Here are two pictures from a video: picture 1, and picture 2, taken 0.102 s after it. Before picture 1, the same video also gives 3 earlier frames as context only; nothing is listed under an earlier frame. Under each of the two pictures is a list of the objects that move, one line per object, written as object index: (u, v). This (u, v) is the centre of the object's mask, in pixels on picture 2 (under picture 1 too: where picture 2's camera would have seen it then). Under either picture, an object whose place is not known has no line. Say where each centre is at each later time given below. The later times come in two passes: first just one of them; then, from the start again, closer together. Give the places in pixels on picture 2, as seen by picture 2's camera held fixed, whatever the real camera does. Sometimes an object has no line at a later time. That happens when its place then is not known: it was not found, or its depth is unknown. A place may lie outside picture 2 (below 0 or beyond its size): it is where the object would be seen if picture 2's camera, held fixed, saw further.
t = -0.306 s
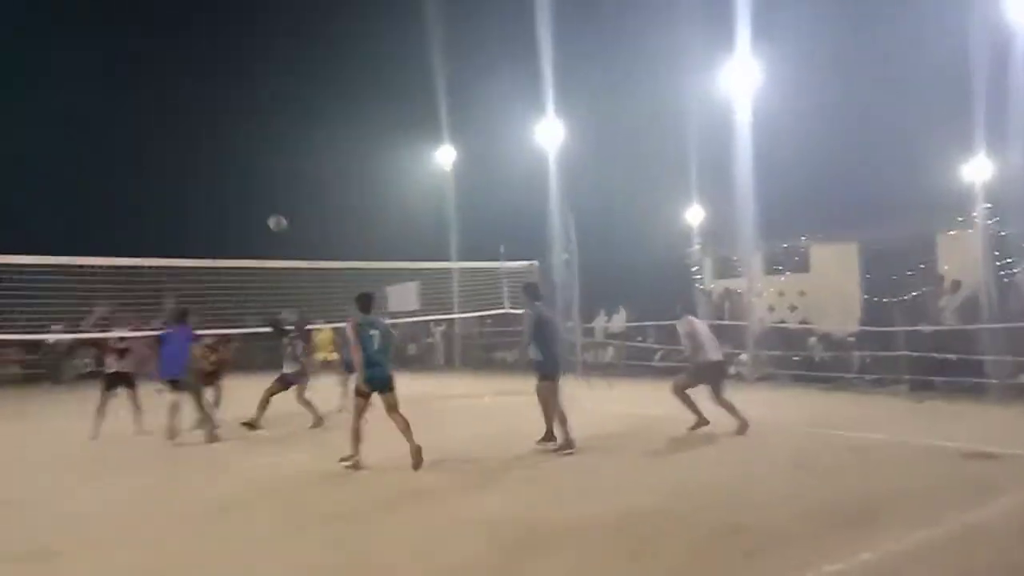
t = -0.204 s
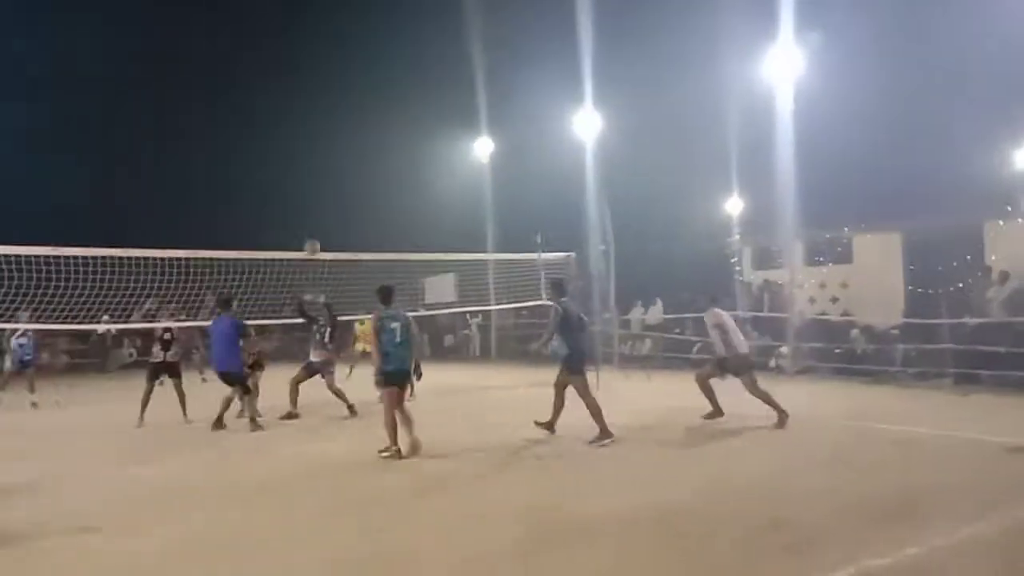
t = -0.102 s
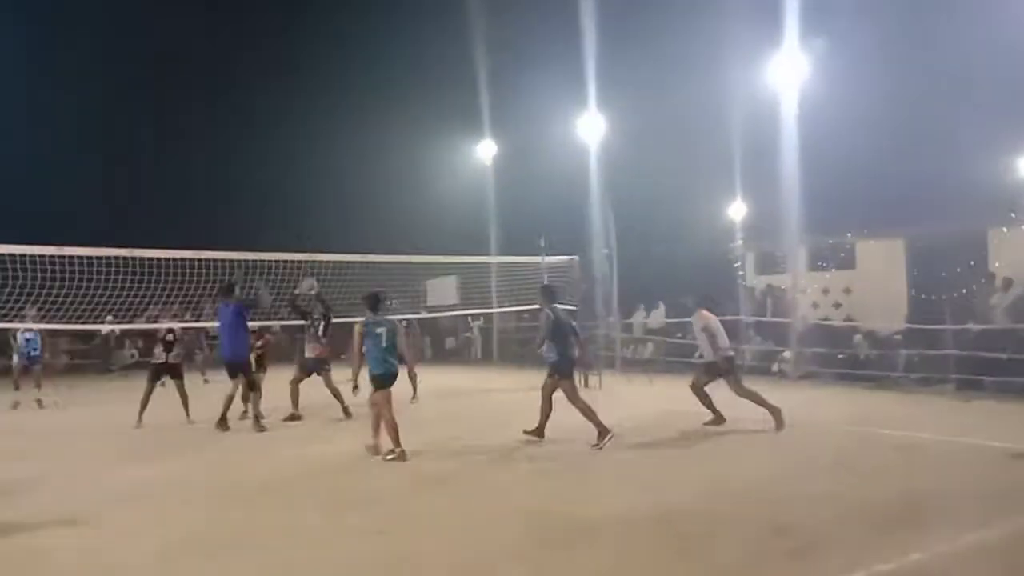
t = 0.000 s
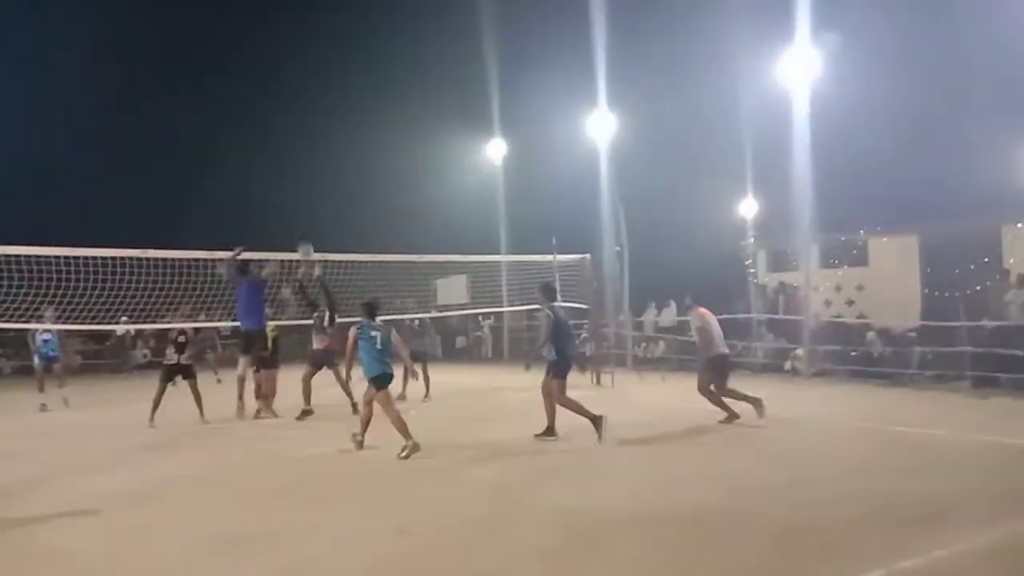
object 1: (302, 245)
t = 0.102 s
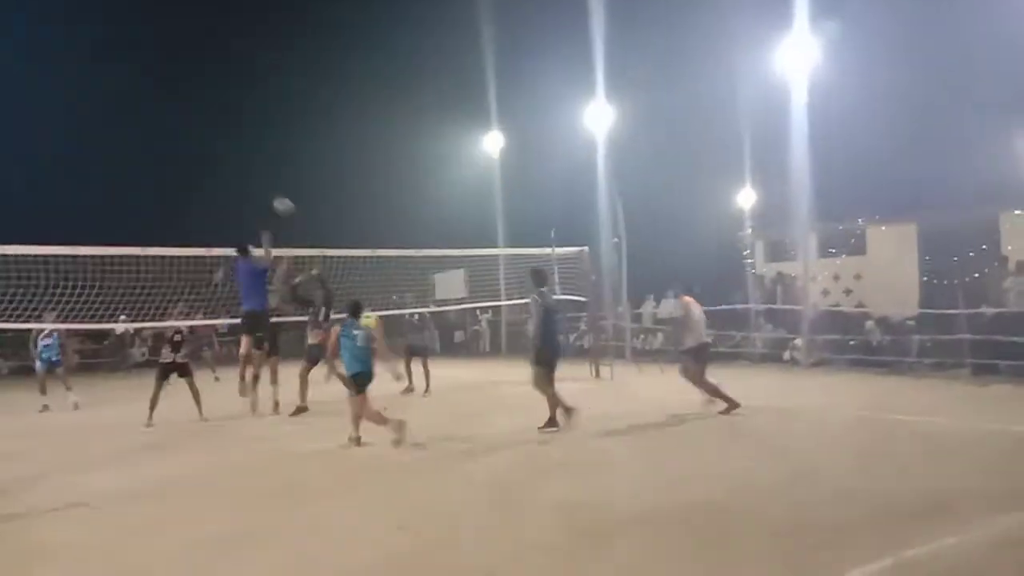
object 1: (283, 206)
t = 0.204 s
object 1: (260, 168)
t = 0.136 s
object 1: (276, 193)
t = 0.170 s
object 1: (267, 179)
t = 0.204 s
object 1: (260, 168)
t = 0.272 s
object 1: (246, 148)
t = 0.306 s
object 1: (241, 137)
